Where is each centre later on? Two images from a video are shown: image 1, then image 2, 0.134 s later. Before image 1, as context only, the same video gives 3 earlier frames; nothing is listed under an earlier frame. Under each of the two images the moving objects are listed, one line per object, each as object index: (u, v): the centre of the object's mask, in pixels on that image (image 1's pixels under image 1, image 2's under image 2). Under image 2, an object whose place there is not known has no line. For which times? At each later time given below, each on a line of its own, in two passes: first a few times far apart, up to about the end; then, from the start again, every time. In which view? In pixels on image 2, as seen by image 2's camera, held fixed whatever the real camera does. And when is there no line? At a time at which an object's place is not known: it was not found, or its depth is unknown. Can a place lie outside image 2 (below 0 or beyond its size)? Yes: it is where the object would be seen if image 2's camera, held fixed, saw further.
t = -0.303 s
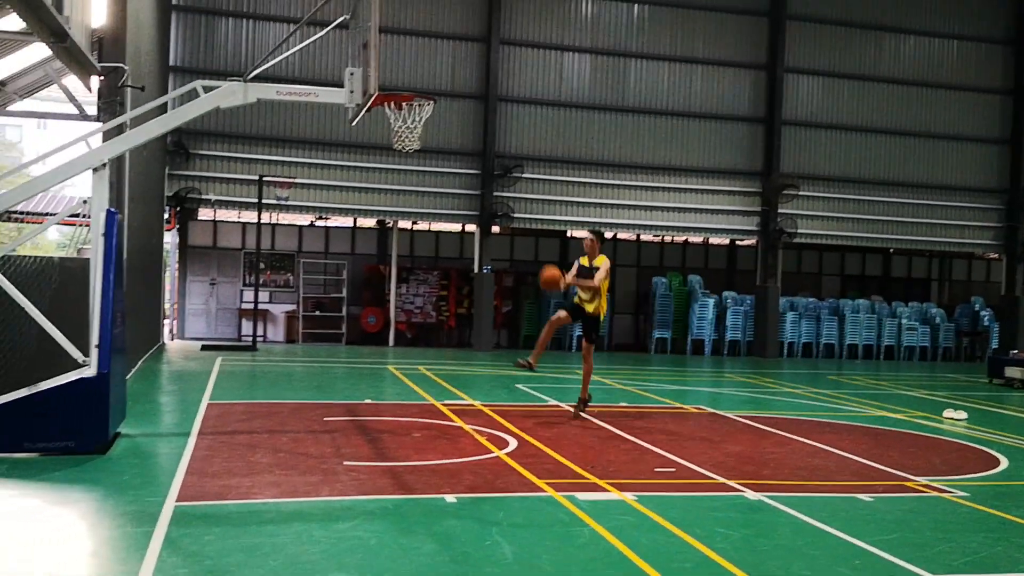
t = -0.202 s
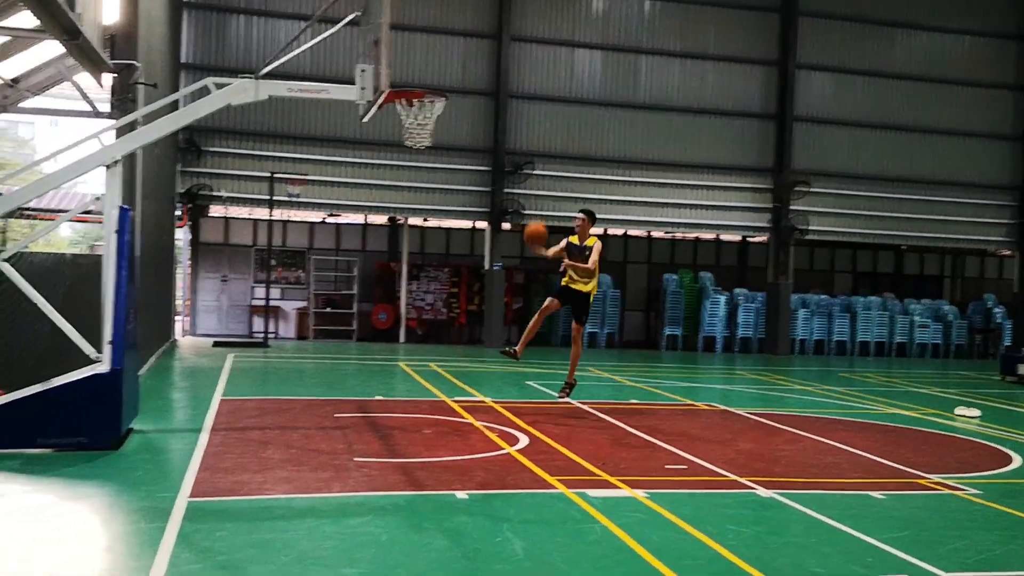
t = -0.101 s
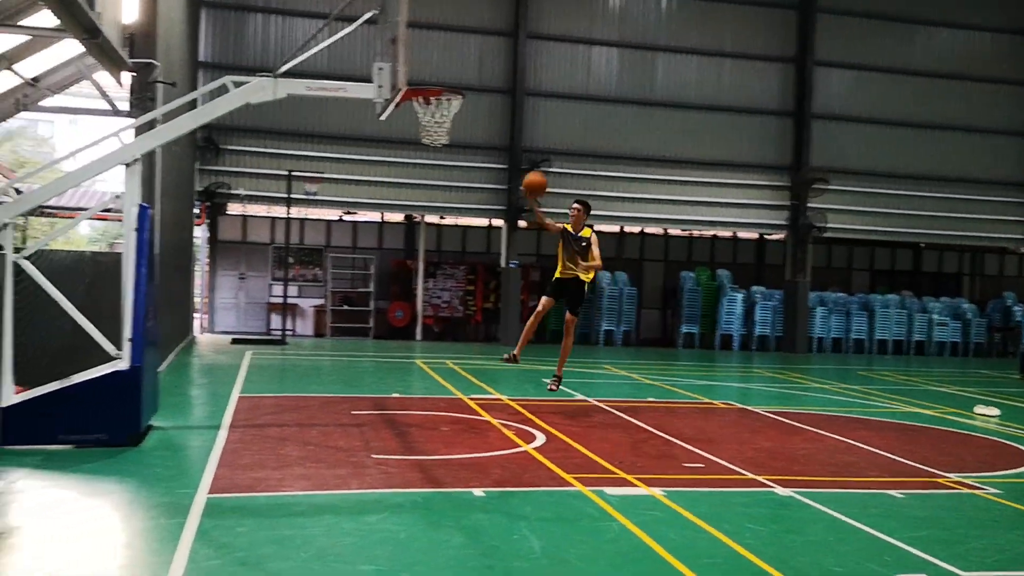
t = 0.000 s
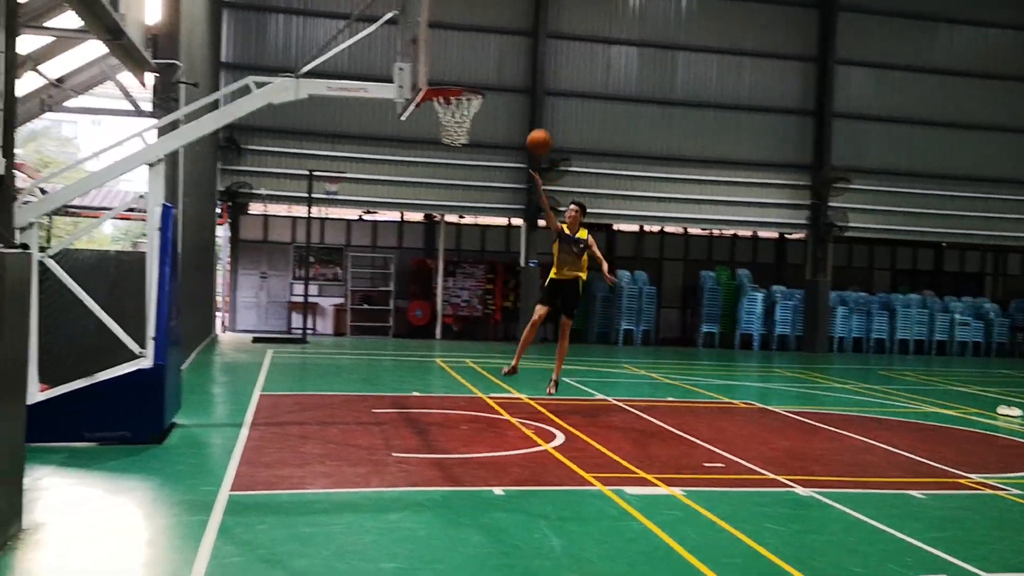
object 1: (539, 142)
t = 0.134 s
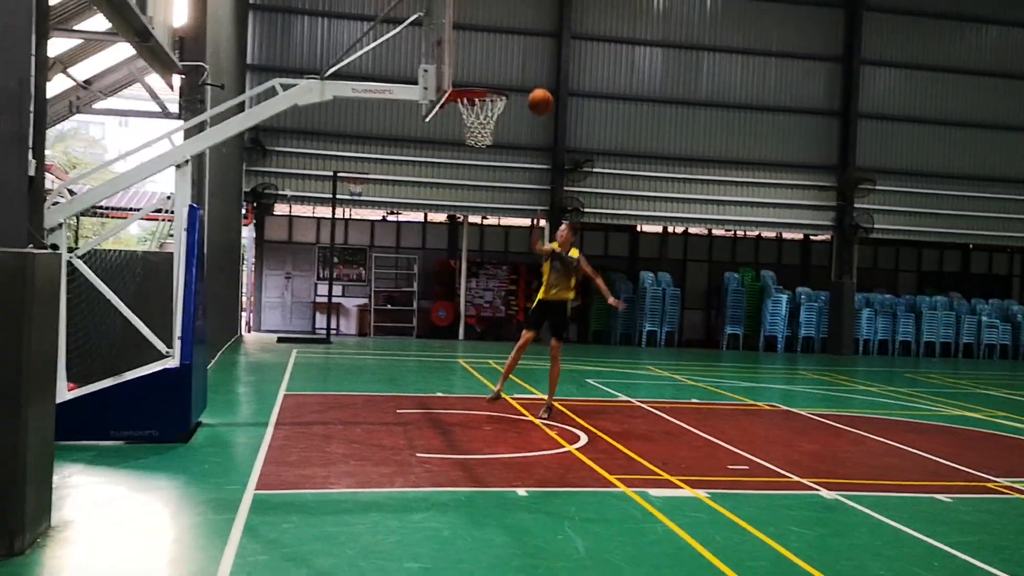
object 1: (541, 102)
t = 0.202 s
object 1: (529, 88)
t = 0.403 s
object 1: (491, 72)
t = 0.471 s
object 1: (477, 75)
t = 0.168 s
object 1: (535, 94)
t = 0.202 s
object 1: (529, 88)
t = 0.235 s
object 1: (522, 82)
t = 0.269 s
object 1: (516, 78)
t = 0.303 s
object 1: (510, 75)
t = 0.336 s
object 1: (504, 73)
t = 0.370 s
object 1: (498, 72)
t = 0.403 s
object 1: (491, 72)
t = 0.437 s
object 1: (484, 74)
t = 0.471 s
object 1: (477, 75)
